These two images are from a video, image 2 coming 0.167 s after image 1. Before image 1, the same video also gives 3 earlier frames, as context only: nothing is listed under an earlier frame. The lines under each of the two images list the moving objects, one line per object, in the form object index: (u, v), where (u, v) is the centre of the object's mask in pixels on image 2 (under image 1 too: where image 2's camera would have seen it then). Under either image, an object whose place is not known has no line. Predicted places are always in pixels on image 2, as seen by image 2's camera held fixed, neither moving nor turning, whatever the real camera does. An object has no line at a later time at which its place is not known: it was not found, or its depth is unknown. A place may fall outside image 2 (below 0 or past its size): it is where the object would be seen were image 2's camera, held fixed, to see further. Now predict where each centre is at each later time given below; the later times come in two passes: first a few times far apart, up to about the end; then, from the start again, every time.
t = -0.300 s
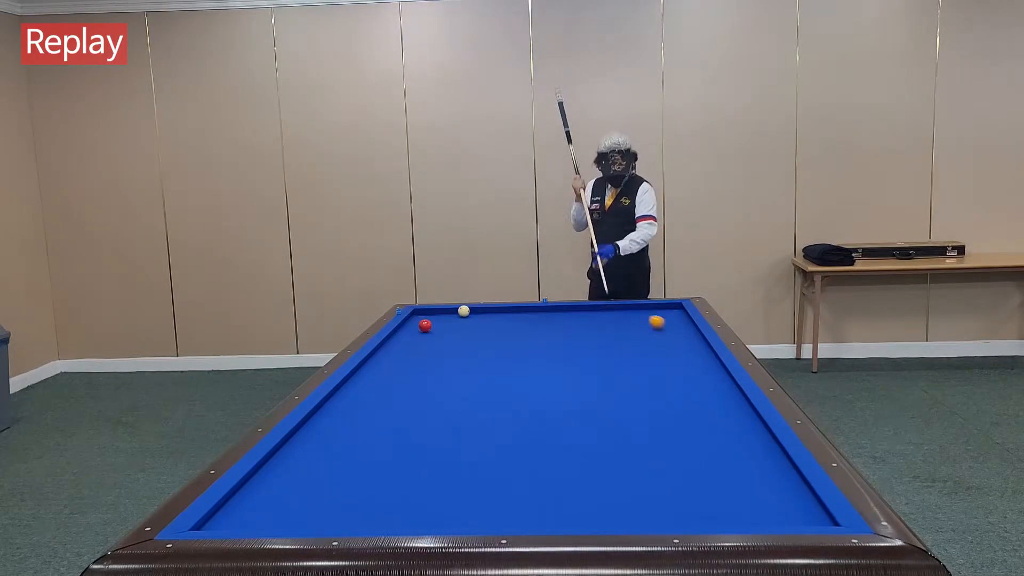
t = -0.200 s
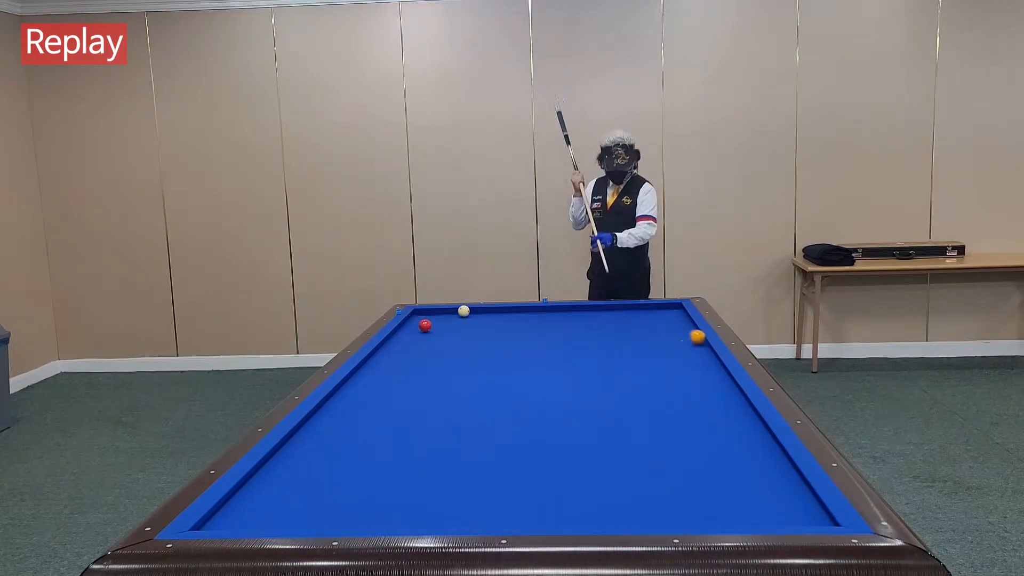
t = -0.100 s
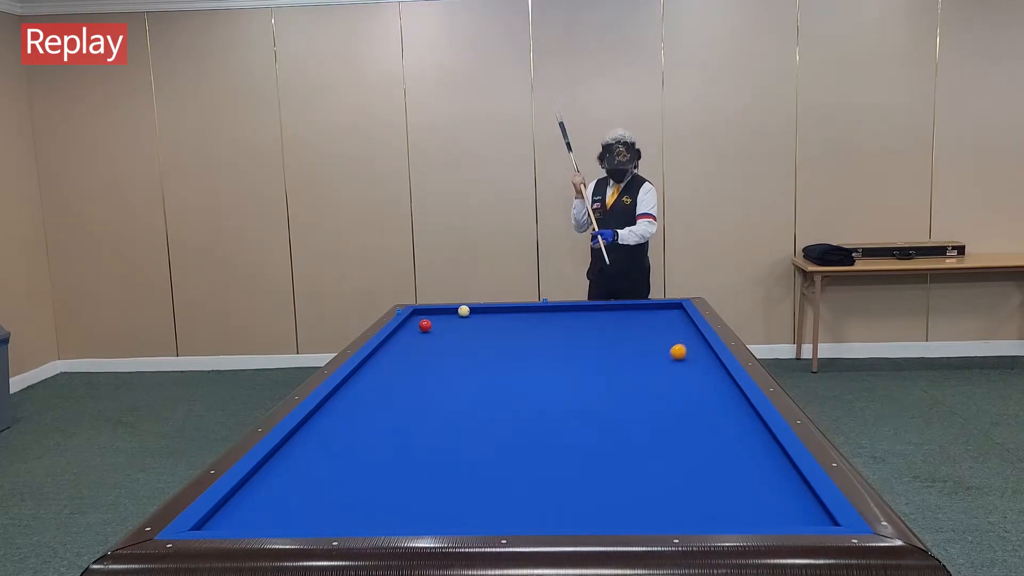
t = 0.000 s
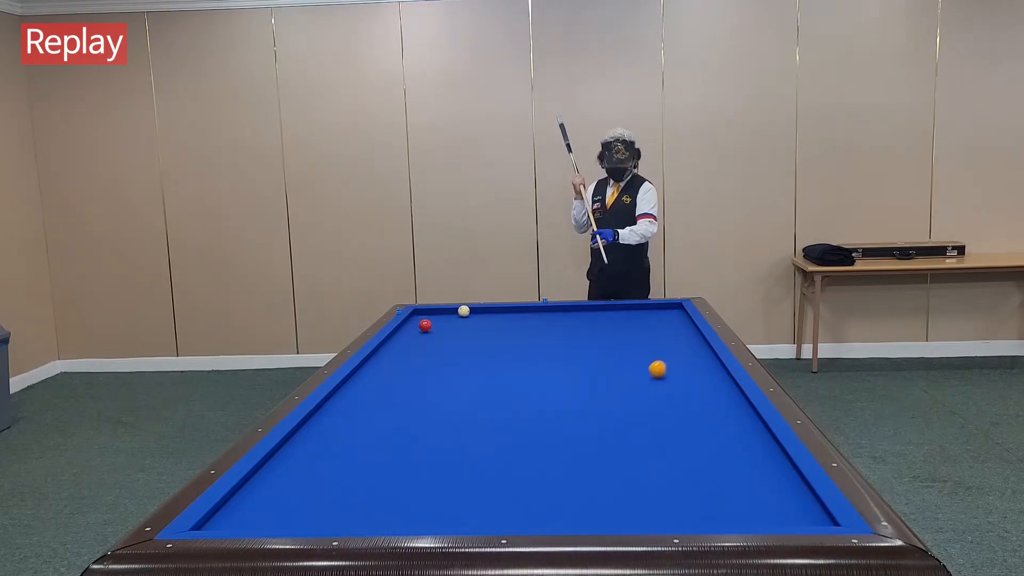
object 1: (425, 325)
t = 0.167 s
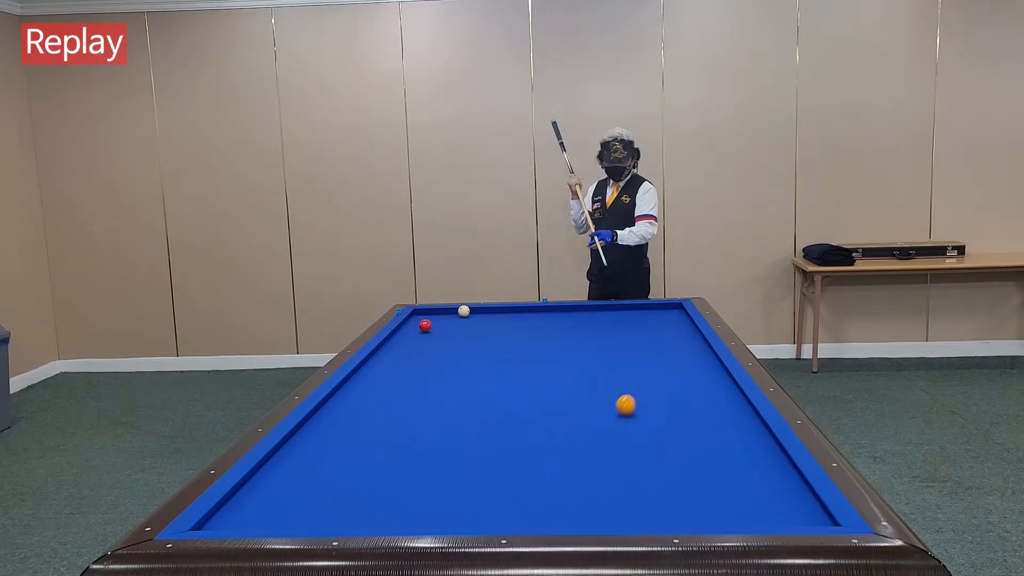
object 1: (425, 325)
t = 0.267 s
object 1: (425, 325)
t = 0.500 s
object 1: (425, 325)
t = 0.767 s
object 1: (425, 325)
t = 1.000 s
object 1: (425, 325)
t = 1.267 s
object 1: (425, 325)
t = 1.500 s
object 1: (425, 325)
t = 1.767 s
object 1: (425, 325)
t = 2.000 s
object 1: (427, 321)
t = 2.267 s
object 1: (428, 312)
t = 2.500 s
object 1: (422, 313)
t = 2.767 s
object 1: (411, 318)
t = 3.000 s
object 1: (409, 321)
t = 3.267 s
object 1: (407, 325)
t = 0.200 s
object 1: (425, 325)
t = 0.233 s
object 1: (425, 325)
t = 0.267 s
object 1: (425, 325)
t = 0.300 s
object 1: (425, 325)
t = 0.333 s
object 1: (425, 325)
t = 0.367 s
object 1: (425, 325)
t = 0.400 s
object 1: (425, 325)
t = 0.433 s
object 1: (425, 325)
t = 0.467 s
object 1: (425, 325)
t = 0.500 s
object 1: (425, 325)
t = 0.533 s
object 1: (425, 325)
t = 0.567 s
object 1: (425, 325)
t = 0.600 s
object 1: (425, 325)
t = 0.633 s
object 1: (425, 325)
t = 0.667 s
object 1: (425, 325)
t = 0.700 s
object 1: (425, 325)
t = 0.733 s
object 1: (425, 325)
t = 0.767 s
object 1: (425, 325)
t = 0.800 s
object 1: (425, 325)
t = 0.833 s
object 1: (425, 325)
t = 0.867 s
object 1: (425, 325)
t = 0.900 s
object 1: (425, 325)
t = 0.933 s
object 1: (425, 325)
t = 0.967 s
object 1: (425, 325)
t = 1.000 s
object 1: (425, 325)
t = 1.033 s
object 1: (425, 325)
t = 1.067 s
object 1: (425, 325)
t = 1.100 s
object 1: (425, 325)
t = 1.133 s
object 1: (425, 325)
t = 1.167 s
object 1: (425, 325)
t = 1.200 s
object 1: (425, 325)
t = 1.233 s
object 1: (425, 325)
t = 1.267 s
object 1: (425, 325)
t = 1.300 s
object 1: (425, 325)
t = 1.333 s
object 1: (425, 325)
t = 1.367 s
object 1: (425, 325)
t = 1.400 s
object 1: (425, 325)
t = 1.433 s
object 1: (425, 325)
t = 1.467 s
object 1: (425, 325)
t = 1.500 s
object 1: (425, 325)
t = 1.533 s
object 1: (425, 325)
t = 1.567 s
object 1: (425, 325)
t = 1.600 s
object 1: (425, 325)
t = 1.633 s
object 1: (425, 325)
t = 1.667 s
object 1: (425, 325)
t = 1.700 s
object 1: (425, 325)
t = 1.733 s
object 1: (425, 325)
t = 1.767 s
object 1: (425, 325)
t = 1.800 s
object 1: (424, 324)
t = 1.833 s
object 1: (424, 324)
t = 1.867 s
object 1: (424, 322)
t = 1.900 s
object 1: (426, 322)
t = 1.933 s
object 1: (427, 321)
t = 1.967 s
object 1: (426, 321)
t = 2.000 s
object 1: (427, 321)
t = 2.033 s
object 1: (426, 320)
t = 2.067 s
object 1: (426, 319)
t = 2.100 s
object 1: (427, 317)
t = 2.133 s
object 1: (427, 316)
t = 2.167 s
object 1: (427, 315)
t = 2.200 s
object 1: (427, 314)
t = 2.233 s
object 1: (427, 313)
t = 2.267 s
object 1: (428, 312)
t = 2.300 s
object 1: (428, 311)
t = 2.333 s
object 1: (428, 310)
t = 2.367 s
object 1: (427, 310)
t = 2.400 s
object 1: (426, 311)
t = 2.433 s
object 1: (424, 312)
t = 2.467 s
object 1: (423, 313)
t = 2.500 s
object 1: (422, 313)
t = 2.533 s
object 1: (421, 313)
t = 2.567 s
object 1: (420, 313)
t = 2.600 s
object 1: (418, 312)
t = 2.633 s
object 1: (415, 313)
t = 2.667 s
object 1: (414, 315)
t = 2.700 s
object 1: (413, 316)
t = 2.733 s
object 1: (413, 317)
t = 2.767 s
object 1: (411, 318)
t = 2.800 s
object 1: (410, 318)
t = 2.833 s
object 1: (410, 319)
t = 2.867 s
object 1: (410, 319)
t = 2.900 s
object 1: (410, 320)
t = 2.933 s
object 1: (409, 320)
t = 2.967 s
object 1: (409, 321)
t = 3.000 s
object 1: (409, 321)
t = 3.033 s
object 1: (409, 321)
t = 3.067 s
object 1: (408, 322)
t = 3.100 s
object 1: (408, 323)
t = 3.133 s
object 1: (408, 323)
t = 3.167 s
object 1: (408, 324)
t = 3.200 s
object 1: (407, 324)
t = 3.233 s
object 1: (407, 325)
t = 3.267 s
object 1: (407, 325)
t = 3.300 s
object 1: (407, 326)
